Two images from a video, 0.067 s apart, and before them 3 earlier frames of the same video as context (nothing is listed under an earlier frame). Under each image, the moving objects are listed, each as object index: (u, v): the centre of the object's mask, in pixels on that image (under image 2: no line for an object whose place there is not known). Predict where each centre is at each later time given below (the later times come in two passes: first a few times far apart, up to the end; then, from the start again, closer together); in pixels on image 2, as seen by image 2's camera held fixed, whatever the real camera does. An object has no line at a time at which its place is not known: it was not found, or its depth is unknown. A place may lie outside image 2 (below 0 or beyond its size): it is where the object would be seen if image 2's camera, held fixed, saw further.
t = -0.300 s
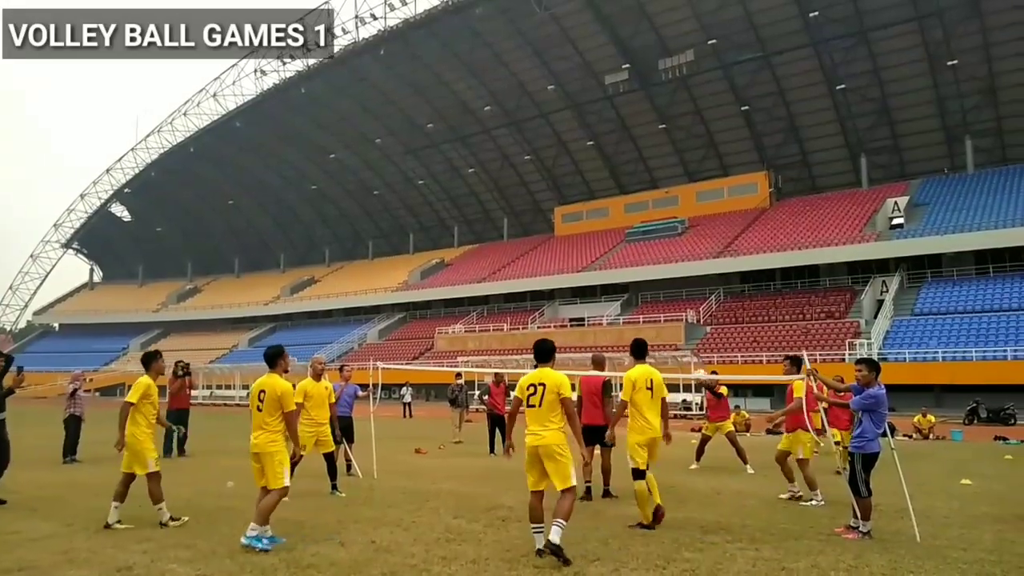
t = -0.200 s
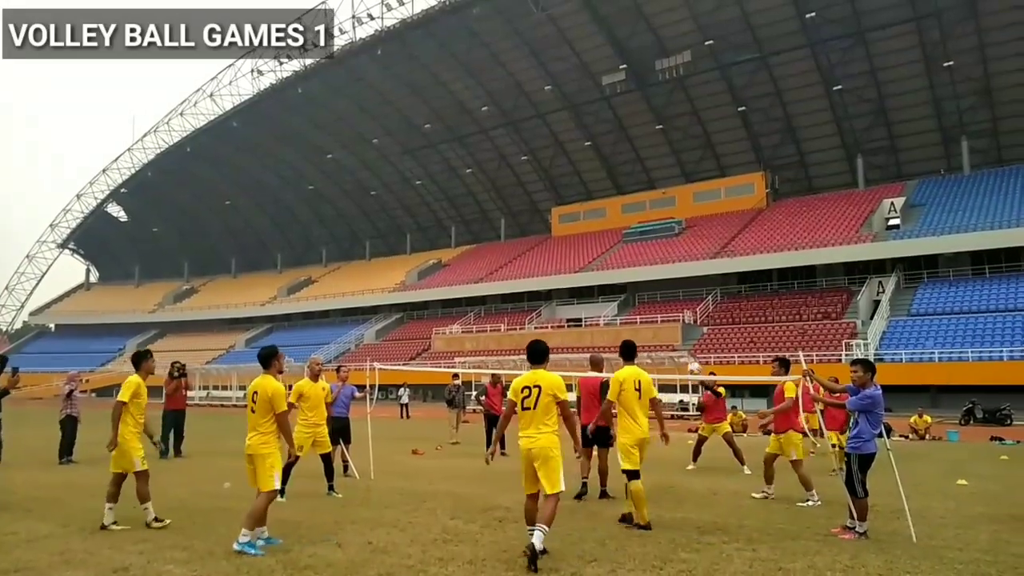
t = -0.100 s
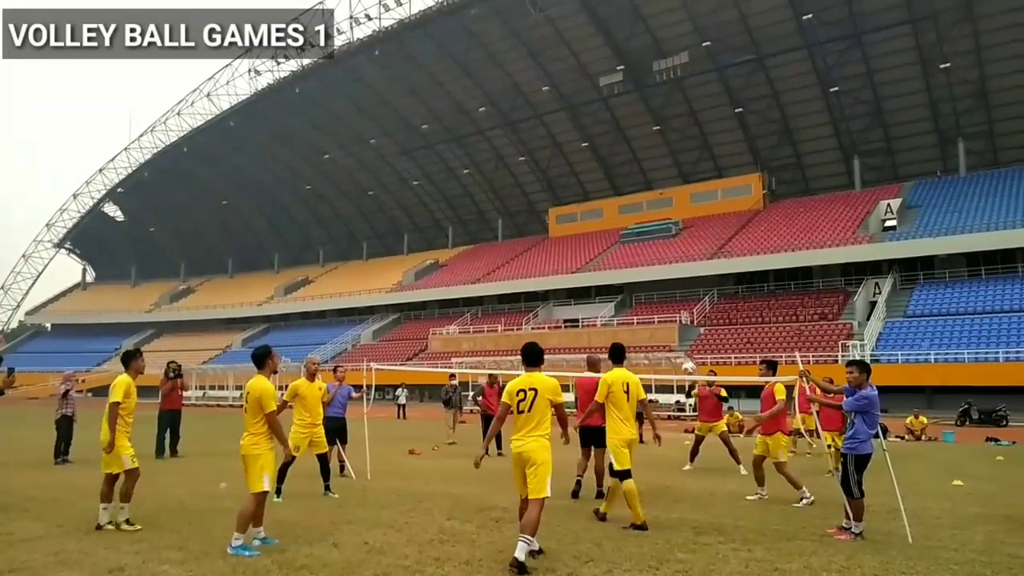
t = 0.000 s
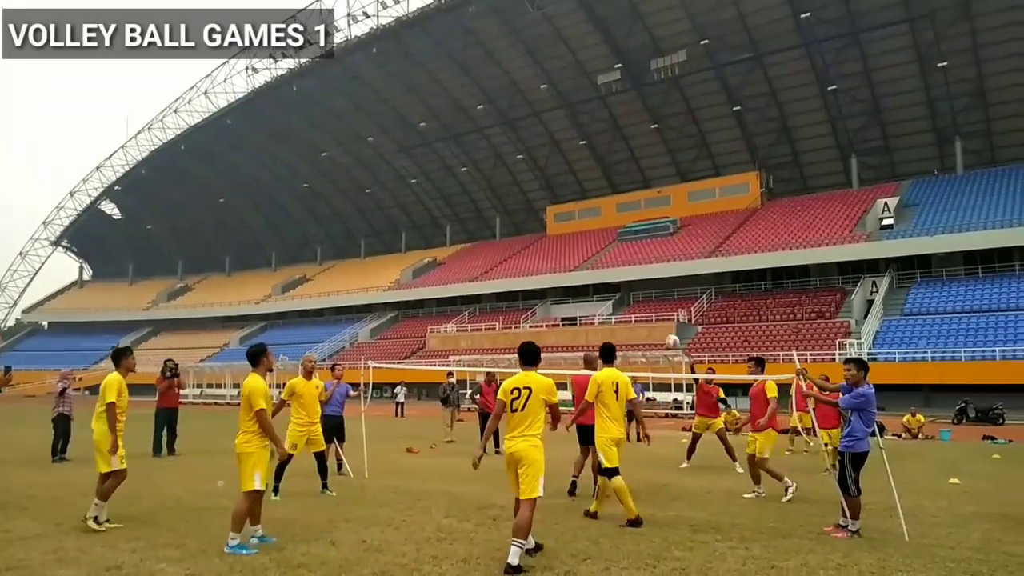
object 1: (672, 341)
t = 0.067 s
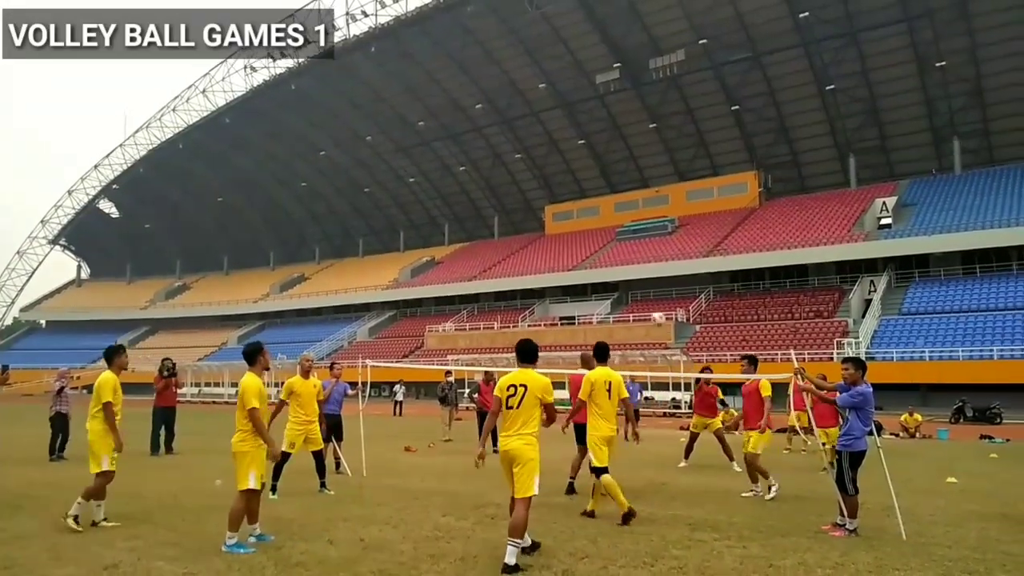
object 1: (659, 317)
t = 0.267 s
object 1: (618, 265)
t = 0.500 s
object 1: (565, 227)
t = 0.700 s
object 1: (510, 223)
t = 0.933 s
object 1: (429, 262)
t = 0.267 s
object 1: (618, 265)
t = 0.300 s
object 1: (611, 258)
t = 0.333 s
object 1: (604, 251)
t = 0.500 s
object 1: (565, 227)
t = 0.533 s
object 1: (557, 224)
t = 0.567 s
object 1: (548, 223)
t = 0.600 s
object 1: (539, 222)
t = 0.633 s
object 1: (530, 222)
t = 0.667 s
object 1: (520, 221)
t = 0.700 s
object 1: (510, 223)
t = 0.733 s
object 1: (500, 225)
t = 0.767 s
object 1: (489, 228)
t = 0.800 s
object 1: (478, 232)
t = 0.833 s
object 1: (467, 237)
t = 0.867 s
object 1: (455, 244)
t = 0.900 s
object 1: (441, 253)
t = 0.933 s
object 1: (429, 262)
